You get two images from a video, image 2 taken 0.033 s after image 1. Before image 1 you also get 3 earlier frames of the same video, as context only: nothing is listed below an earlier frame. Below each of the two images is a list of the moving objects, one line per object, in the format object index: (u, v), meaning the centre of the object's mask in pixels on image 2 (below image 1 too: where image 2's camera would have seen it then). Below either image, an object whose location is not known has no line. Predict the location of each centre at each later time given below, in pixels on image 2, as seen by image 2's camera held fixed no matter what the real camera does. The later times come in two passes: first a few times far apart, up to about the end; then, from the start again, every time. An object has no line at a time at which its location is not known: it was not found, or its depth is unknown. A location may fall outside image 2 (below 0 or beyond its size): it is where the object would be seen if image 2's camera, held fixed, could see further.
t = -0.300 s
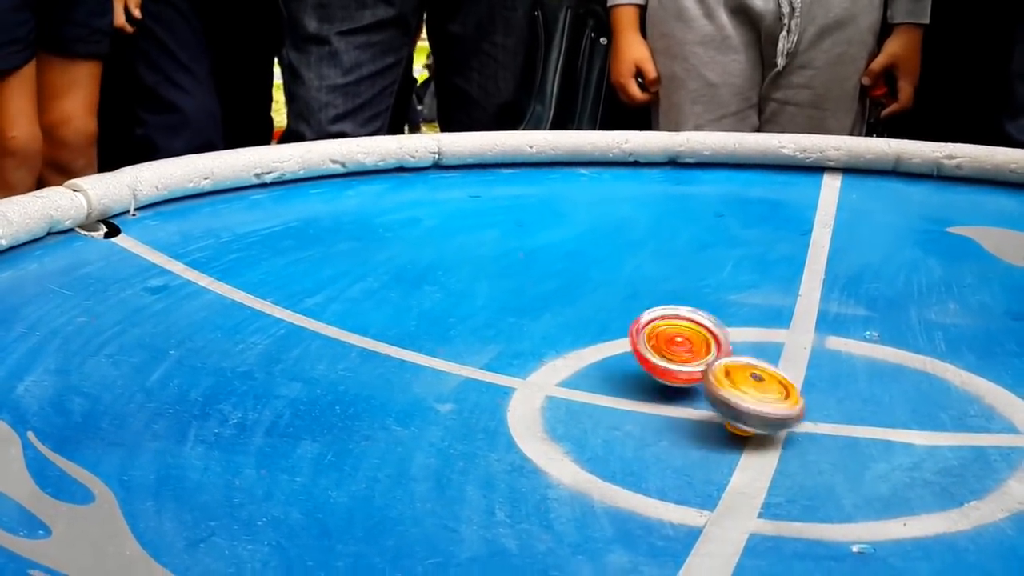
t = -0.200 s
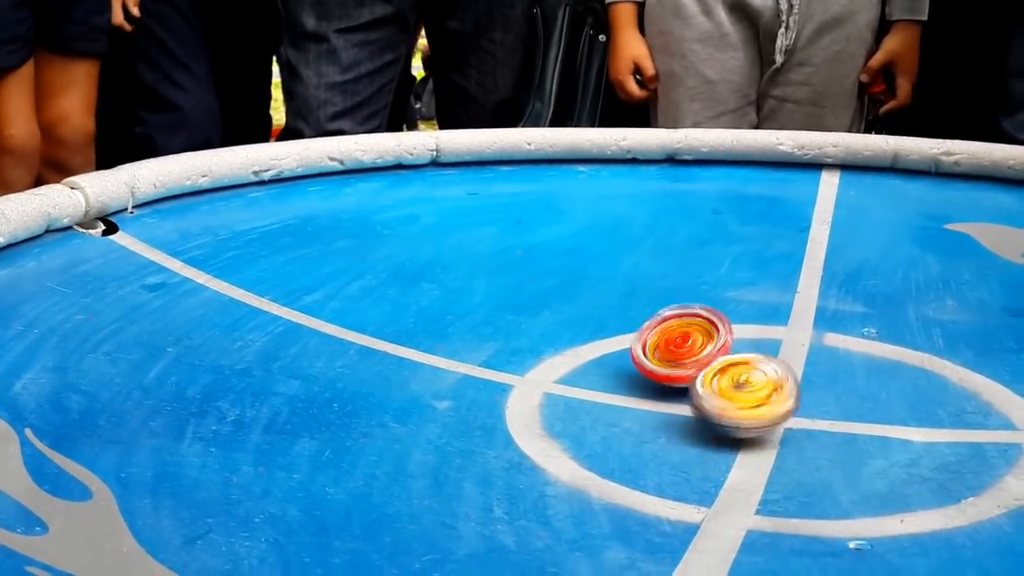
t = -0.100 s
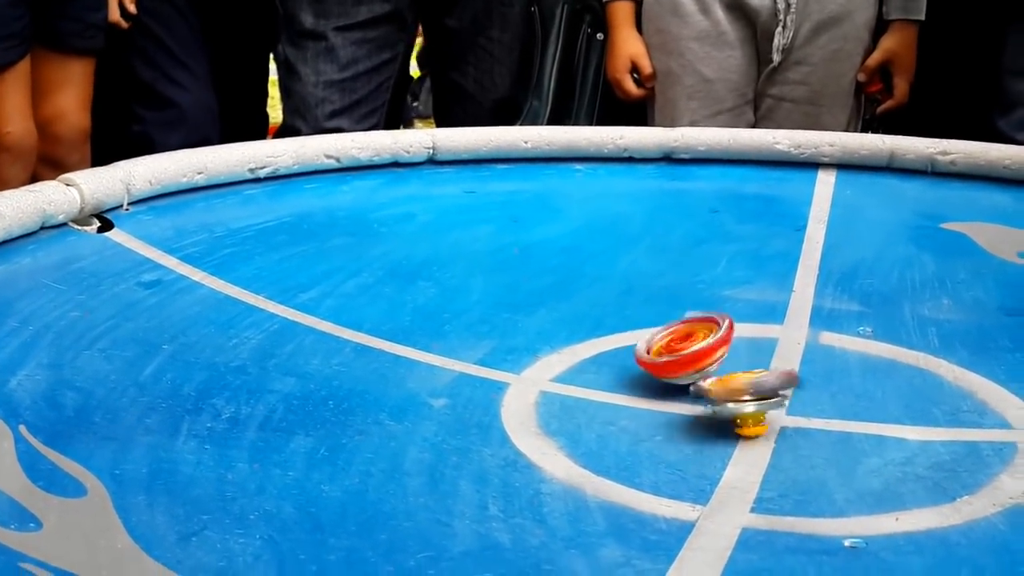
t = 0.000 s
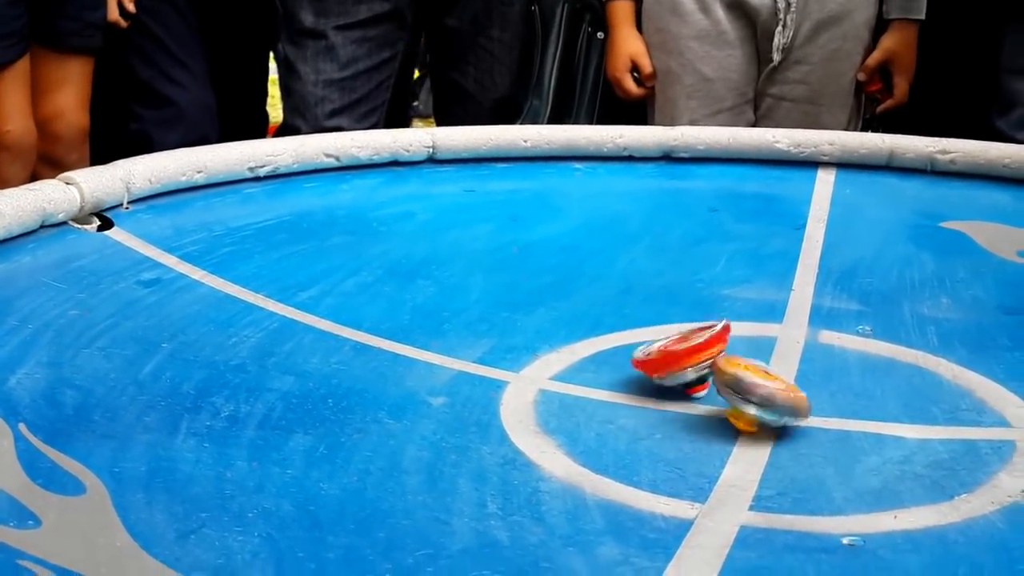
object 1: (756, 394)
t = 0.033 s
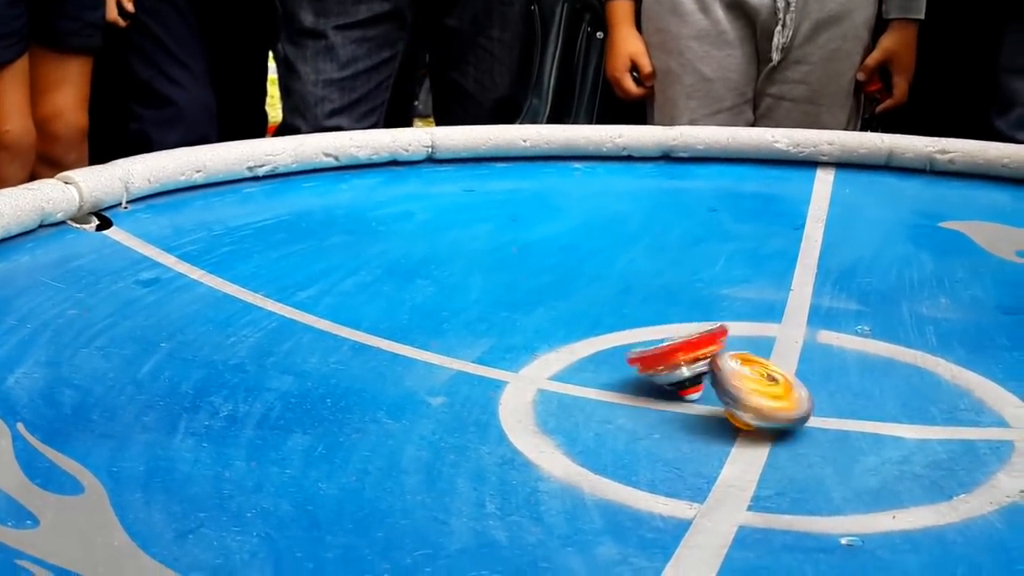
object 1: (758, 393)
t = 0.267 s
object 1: (737, 391)
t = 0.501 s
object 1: (726, 384)
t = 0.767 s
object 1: (734, 396)
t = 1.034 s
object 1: (742, 389)
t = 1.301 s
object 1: (735, 386)
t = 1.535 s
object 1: (739, 392)
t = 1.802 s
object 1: (746, 388)
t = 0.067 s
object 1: (757, 388)
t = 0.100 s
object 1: (752, 386)
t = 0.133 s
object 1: (748, 385)
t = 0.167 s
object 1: (744, 385)
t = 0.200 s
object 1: (740, 388)
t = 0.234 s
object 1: (740, 392)
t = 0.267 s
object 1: (737, 391)
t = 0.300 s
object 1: (738, 390)
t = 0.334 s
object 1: (735, 391)
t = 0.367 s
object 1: (734, 392)
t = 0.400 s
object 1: (733, 388)
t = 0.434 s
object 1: (729, 385)
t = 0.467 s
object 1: (726, 384)
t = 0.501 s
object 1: (726, 384)
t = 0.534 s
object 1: (726, 387)
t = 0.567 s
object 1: (723, 388)
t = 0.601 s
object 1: (722, 391)
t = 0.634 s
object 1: (724, 394)
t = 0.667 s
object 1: (726, 394)
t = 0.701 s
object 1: (730, 395)
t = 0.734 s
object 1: (730, 396)
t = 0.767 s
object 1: (734, 396)
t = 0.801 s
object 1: (738, 397)
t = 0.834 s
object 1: (742, 396)
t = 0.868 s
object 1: (748, 394)
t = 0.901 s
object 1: (747, 392)
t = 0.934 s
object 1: (746, 390)
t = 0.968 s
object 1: (746, 388)
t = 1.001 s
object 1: (746, 388)
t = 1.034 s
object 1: (742, 389)
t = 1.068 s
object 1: (740, 389)
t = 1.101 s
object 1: (738, 387)
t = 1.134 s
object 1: (738, 389)
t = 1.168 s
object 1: (733, 390)
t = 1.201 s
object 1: (732, 390)
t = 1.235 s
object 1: (732, 387)
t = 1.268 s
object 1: (734, 385)
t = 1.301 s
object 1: (735, 386)
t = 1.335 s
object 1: (735, 387)
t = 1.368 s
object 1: (736, 389)
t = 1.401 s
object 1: (735, 389)
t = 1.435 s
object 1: (737, 391)
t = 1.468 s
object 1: (737, 394)
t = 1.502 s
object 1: (739, 392)
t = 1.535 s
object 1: (739, 392)
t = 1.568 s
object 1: (741, 396)
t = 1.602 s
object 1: (742, 395)
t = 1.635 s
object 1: (746, 392)
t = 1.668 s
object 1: (749, 392)
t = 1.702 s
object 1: (750, 391)
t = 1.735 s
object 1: (749, 389)
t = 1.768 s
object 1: (748, 387)
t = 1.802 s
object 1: (746, 388)
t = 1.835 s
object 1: (744, 391)
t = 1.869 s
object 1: (742, 390)
